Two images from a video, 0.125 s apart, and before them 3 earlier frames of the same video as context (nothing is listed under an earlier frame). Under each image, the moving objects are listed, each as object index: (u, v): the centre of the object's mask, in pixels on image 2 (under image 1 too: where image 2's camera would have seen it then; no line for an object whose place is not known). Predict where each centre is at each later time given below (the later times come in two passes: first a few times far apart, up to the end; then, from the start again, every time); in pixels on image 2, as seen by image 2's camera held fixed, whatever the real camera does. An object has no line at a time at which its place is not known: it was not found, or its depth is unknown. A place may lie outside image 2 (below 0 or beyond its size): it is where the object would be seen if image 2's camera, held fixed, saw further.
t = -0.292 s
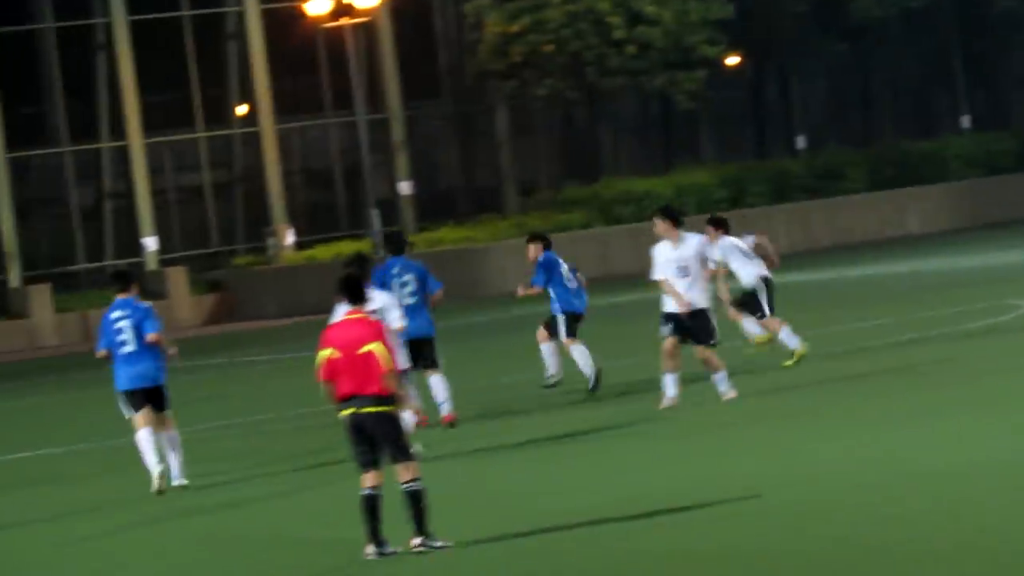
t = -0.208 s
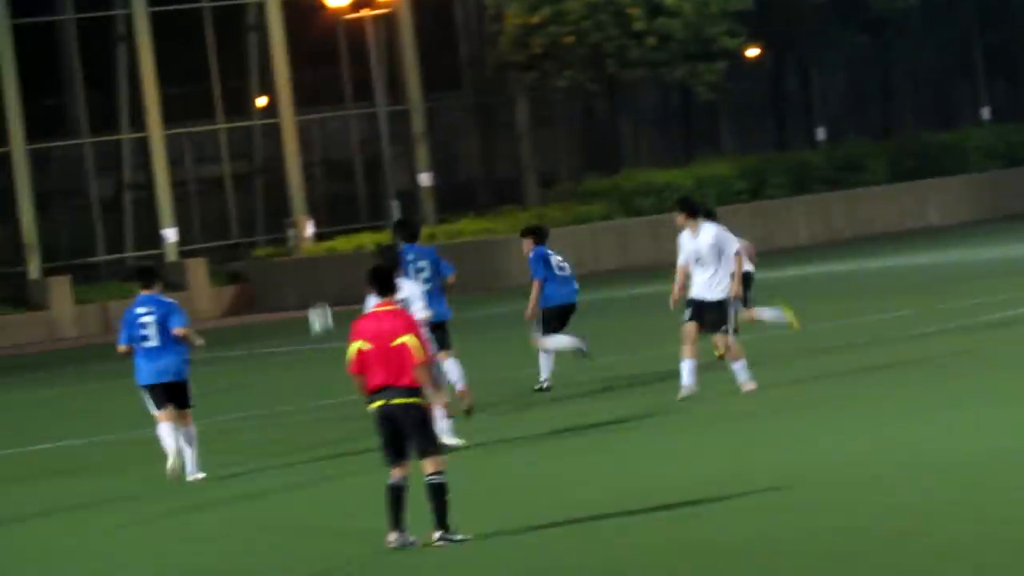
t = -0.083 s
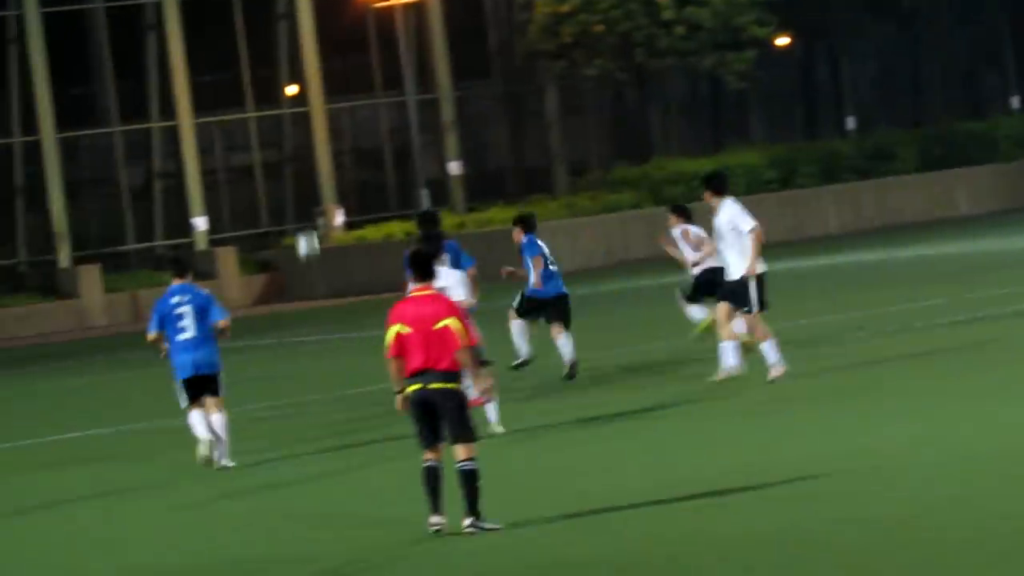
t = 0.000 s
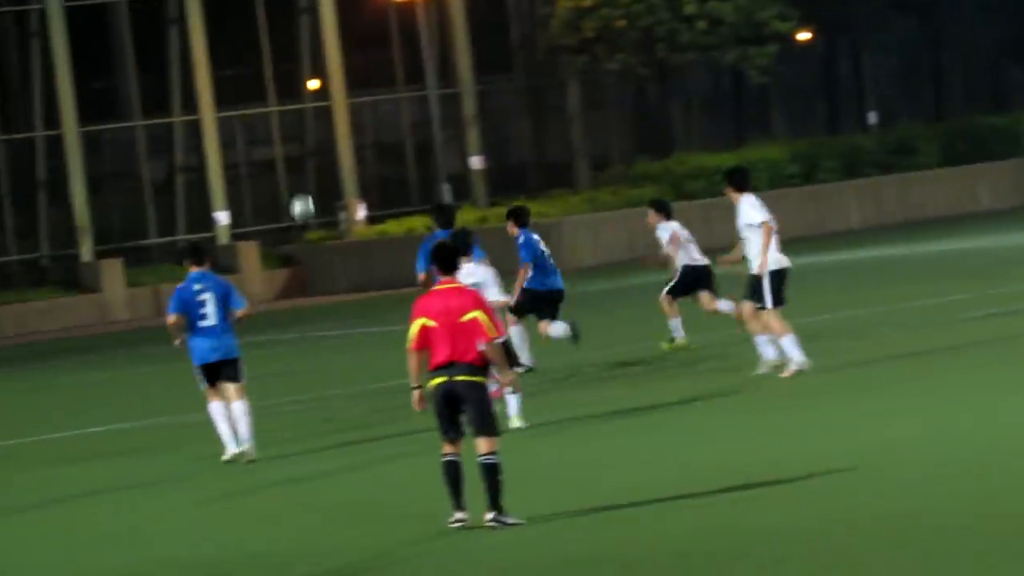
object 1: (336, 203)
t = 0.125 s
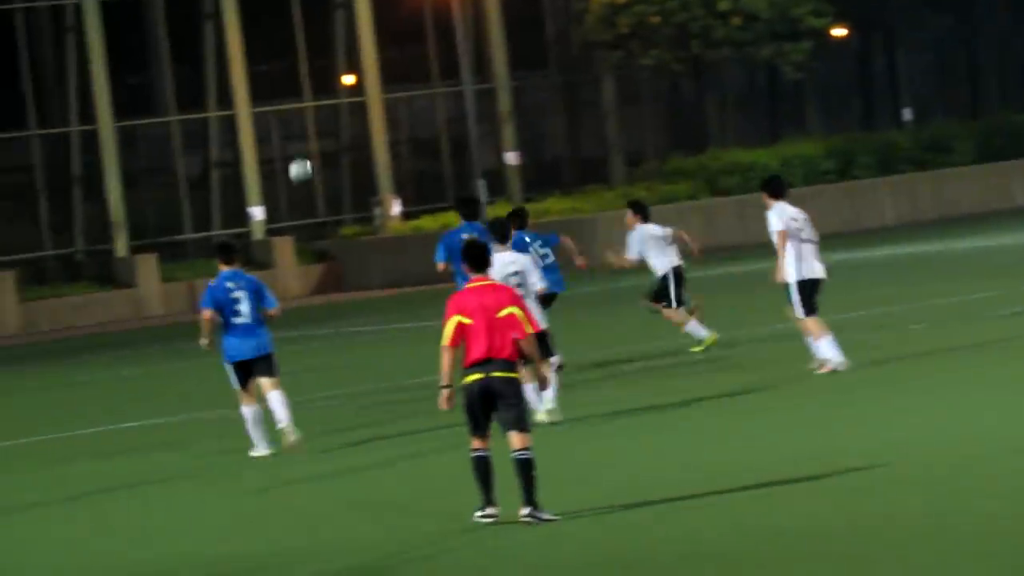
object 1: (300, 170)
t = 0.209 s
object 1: (277, 158)
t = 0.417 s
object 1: (226, 158)
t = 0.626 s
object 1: (181, 204)
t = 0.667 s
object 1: (174, 218)
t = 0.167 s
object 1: (288, 163)
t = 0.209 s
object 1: (277, 158)
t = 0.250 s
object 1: (267, 153)
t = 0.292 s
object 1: (256, 152)
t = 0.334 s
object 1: (245, 153)
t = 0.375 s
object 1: (234, 155)
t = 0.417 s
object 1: (226, 158)
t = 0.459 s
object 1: (217, 163)
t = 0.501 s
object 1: (207, 172)
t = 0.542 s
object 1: (198, 180)
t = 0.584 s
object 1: (190, 192)
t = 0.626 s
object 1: (181, 204)
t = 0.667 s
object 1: (174, 218)
